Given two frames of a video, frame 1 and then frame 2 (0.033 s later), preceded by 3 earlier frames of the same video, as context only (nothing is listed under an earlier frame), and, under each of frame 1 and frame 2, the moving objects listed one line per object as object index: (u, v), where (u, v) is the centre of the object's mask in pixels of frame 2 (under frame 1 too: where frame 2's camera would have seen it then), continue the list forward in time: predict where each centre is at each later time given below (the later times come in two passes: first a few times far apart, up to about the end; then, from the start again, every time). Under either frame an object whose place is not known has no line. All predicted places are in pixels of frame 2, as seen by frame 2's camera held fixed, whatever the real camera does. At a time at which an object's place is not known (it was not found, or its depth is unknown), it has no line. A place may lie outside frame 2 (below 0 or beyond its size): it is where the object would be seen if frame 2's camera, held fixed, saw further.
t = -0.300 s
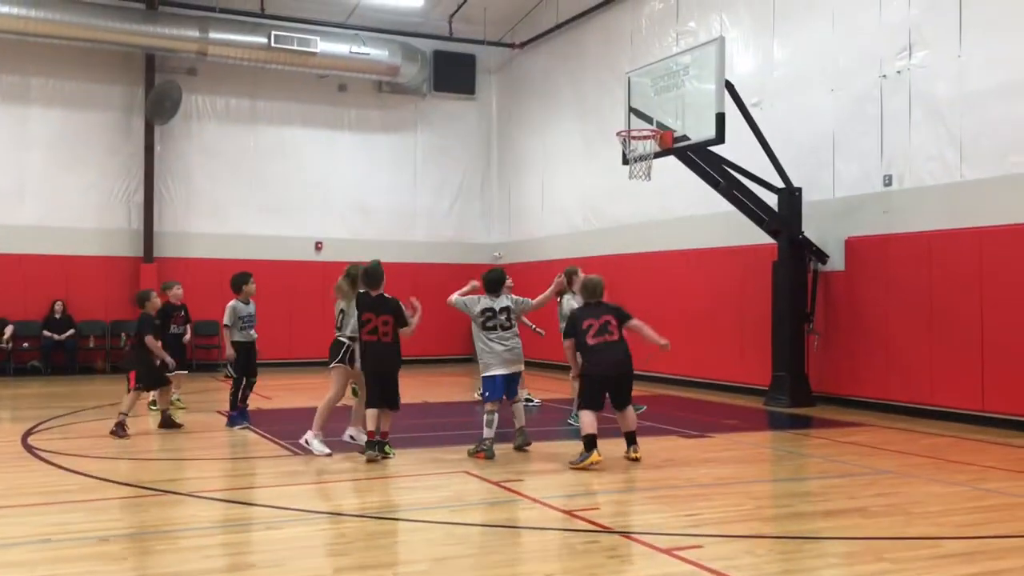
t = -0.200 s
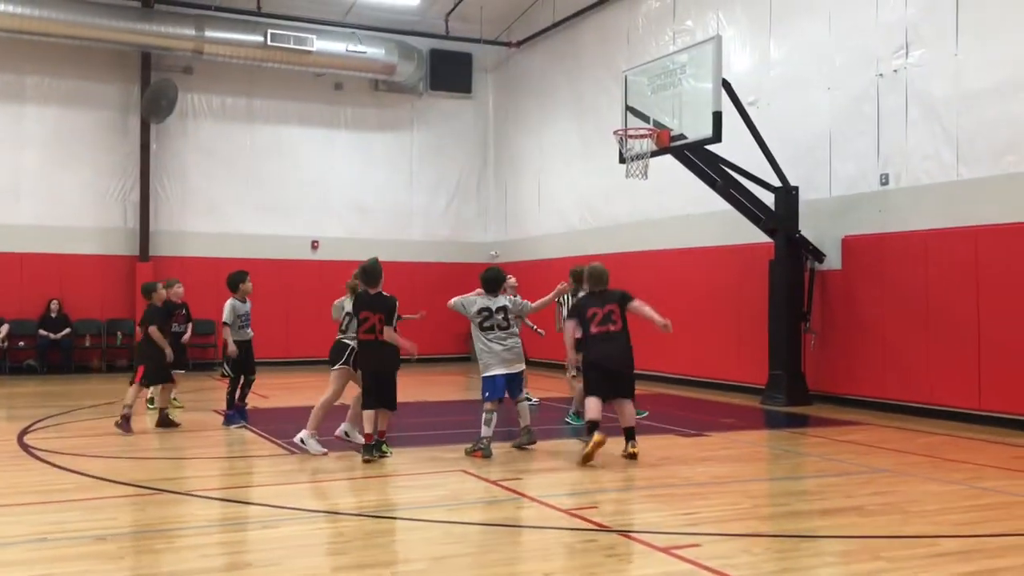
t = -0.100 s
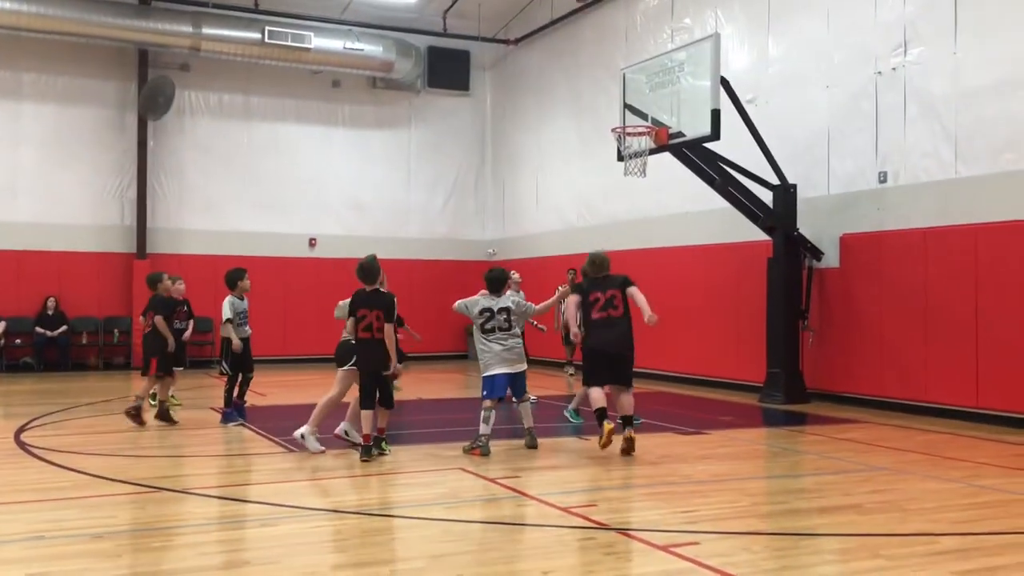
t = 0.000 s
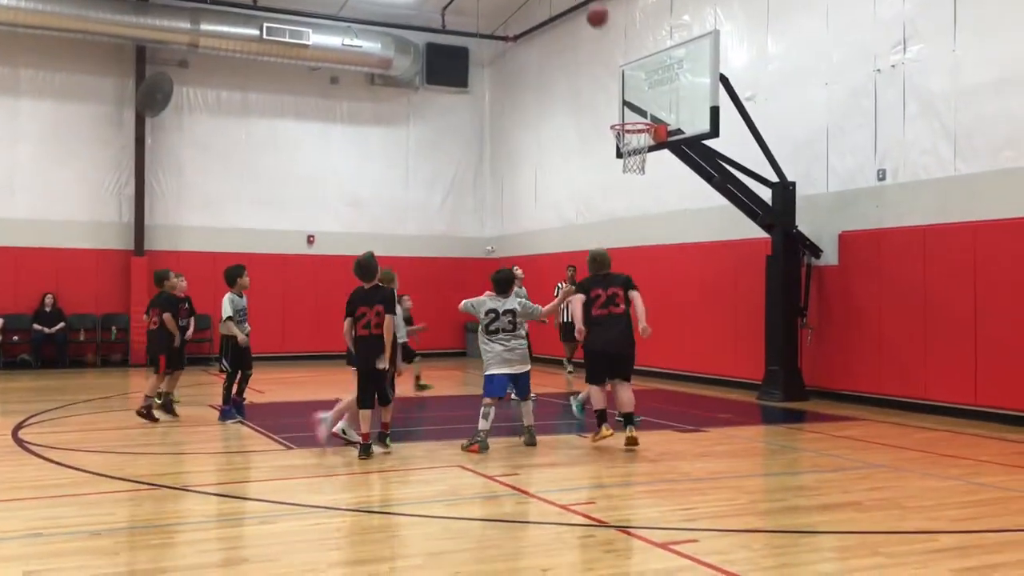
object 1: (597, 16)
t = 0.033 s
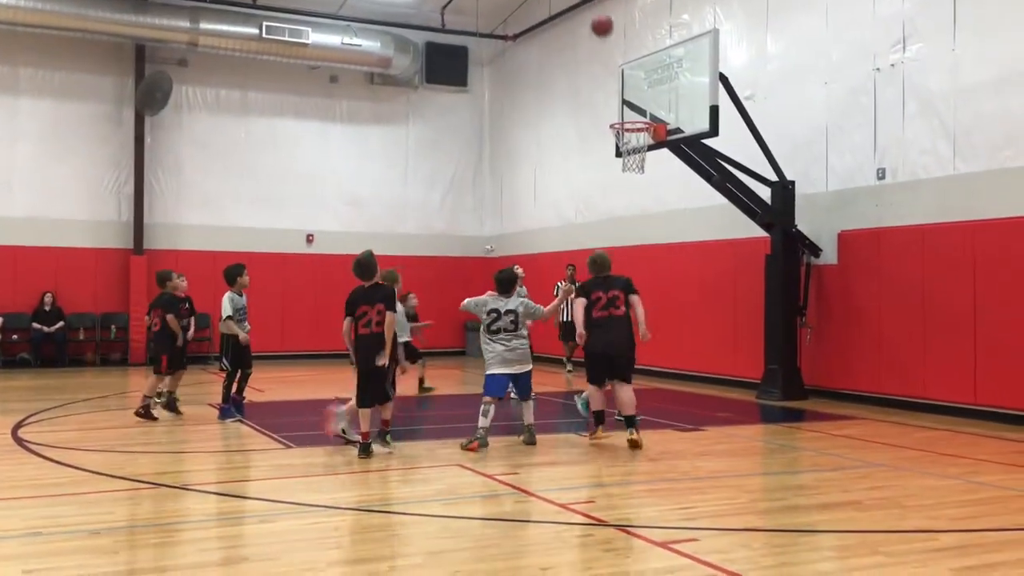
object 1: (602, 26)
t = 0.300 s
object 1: (634, 107)
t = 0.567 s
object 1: (635, 40)
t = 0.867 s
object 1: (636, 41)
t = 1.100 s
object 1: (635, 113)
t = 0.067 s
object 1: (607, 38)
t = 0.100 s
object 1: (612, 50)
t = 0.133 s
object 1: (616, 63)
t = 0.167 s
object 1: (621, 77)
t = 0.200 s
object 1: (626, 92)
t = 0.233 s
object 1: (631, 107)
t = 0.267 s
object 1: (634, 115)
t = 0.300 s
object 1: (634, 107)
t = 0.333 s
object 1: (634, 97)
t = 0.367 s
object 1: (635, 85)
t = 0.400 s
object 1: (635, 76)
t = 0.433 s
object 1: (635, 67)
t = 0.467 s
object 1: (635, 59)
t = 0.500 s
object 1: (635, 52)
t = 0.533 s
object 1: (635, 46)
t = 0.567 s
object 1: (635, 40)
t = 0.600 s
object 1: (635, 36)
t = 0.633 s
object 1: (635, 33)
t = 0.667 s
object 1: (635, 31)
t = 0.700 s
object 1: (635, 29)
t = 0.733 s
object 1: (635, 29)
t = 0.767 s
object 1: (635, 30)
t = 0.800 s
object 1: (635, 33)
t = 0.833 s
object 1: (635, 36)
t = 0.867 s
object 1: (636, 41)
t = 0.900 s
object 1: (636, 47)
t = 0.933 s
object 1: (636, 54)
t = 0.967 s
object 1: (636, 63)
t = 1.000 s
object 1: (635, 74)
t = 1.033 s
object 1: (636, 85)
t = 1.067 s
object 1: (636, 99)
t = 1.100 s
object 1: (635, 113)
